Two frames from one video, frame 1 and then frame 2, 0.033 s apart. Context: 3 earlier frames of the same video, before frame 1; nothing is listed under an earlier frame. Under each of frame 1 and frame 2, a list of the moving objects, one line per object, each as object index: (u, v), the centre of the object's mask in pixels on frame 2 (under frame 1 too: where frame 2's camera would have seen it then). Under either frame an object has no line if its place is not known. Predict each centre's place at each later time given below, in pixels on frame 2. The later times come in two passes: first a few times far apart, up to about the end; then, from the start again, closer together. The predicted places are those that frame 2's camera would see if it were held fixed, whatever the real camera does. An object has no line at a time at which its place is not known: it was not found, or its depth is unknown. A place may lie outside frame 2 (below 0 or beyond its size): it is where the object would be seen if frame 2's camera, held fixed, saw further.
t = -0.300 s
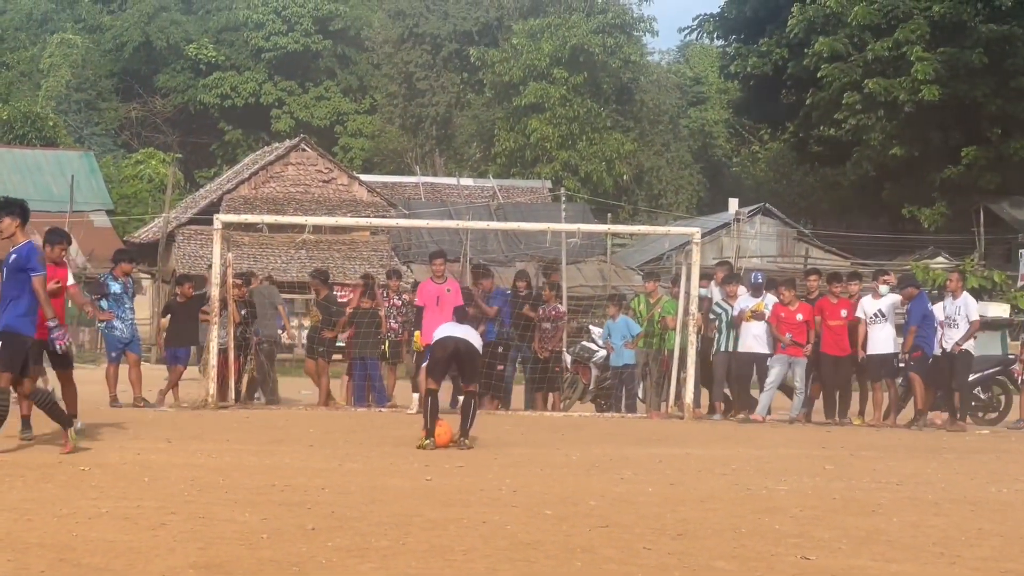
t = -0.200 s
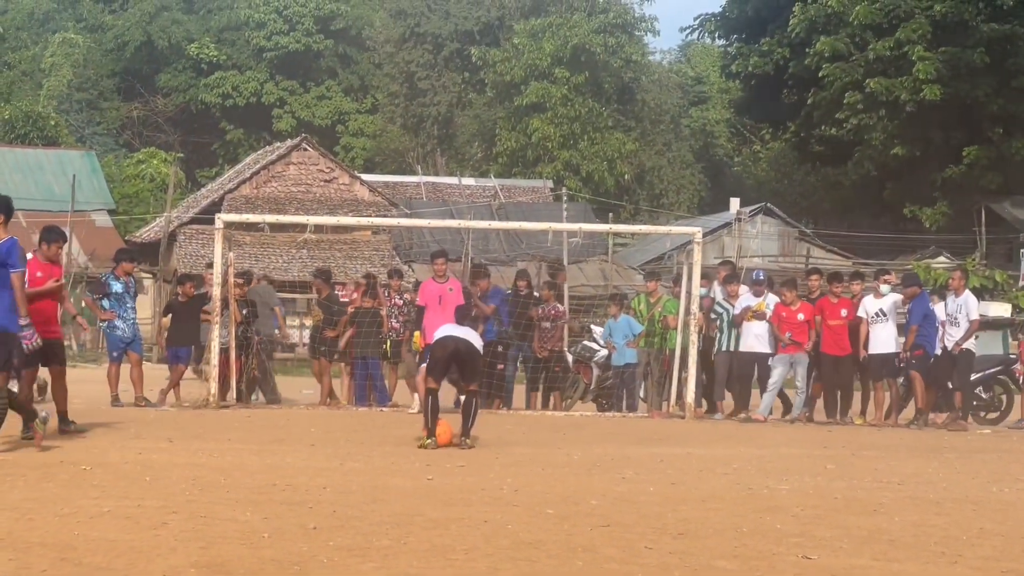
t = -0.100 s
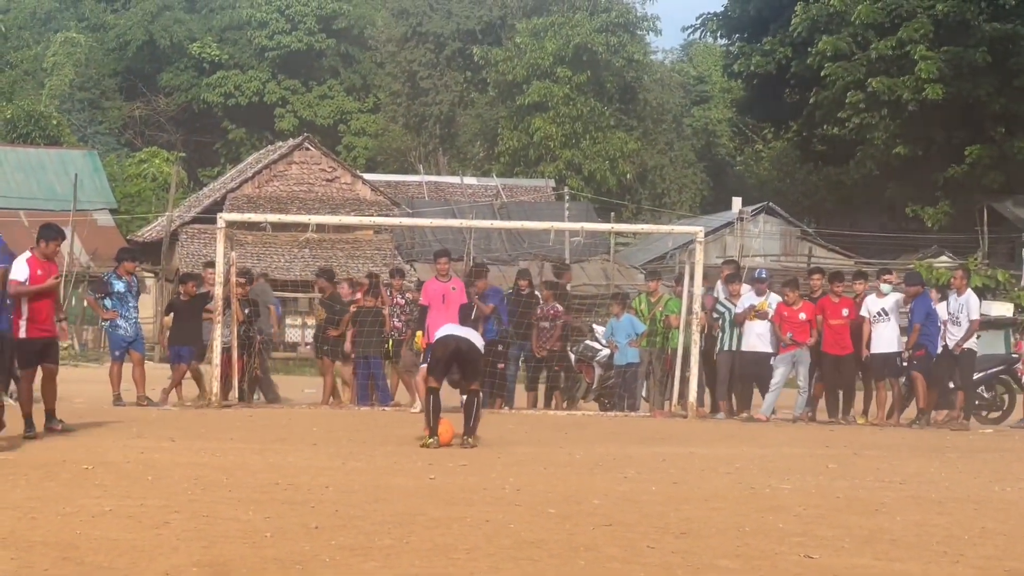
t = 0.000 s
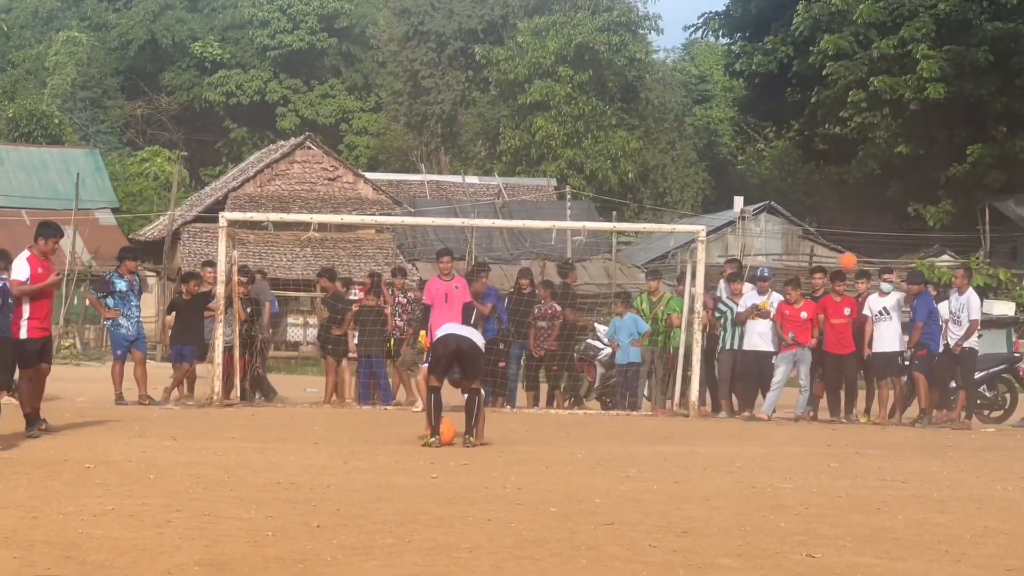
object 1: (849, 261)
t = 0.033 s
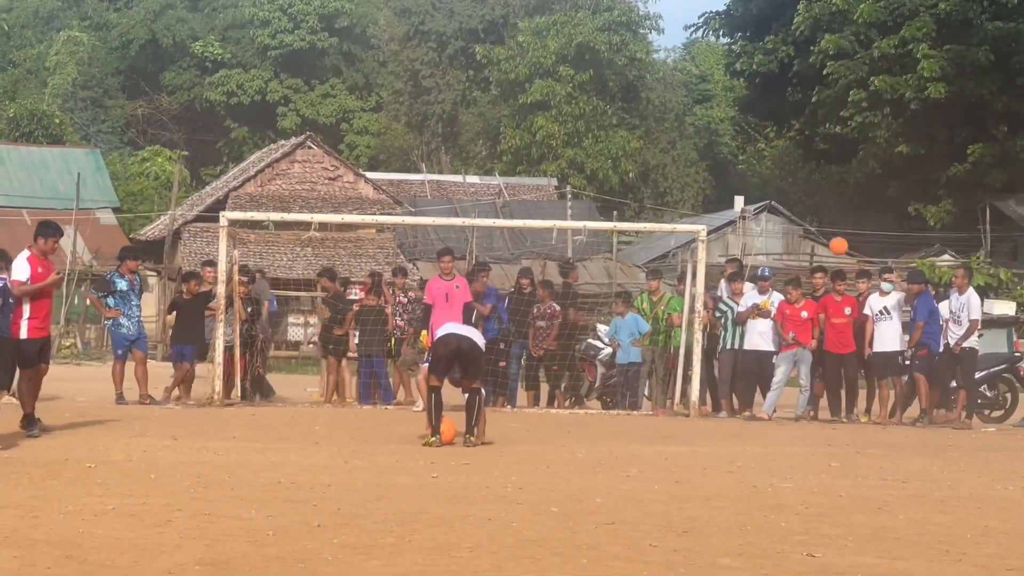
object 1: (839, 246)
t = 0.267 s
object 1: (769, 167)
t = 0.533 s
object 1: (687, 130)
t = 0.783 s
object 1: (605, 151)
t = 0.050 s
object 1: (834, 239)
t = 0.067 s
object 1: (829, 232)
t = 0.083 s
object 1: (824, 225)
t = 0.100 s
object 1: (818, 219)
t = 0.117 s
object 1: (814, 213)
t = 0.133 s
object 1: (809, 207)
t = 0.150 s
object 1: (804, 201)
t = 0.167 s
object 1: (799, 195)
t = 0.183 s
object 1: (794, 190)
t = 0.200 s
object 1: (789, 185)
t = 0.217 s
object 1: (784, 180)
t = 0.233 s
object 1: (779, 175)
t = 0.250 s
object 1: (774, 171)
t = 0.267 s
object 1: (769, 167)
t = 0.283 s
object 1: (764, 163)
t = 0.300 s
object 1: (759, 159)
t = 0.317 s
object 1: (753, 156)
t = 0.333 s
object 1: (748, 152)
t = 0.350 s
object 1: (743, 149)
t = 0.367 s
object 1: (738, 146)
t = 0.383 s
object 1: (733, 144)
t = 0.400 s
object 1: (728, 141)
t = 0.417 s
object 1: (722, 139)
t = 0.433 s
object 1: (717, 137)
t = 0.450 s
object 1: (712, 135)
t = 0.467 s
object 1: (707, 134)
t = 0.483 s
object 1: (702, 133)
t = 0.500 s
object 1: (697, 132)
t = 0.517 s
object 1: (692, 131)
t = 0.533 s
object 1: (687, 130)
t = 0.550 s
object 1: (682, 130)
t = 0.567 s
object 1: (677, 131)
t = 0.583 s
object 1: (671, 130)
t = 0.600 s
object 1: (666, 130)
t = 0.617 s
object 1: (661, 131)
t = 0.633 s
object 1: (656, 132)
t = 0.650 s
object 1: (650, 133)
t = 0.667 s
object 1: (645, 134)
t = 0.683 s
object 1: (640, 135)
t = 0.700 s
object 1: (635, 137)
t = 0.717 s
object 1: (630, 139)
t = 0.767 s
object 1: (614, 147)
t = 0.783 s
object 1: (605, 151)
